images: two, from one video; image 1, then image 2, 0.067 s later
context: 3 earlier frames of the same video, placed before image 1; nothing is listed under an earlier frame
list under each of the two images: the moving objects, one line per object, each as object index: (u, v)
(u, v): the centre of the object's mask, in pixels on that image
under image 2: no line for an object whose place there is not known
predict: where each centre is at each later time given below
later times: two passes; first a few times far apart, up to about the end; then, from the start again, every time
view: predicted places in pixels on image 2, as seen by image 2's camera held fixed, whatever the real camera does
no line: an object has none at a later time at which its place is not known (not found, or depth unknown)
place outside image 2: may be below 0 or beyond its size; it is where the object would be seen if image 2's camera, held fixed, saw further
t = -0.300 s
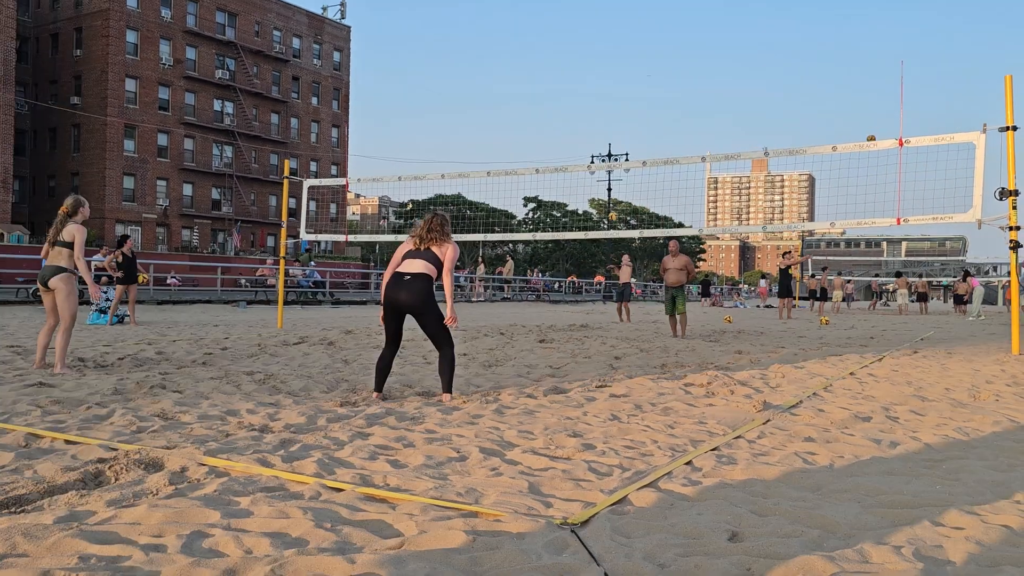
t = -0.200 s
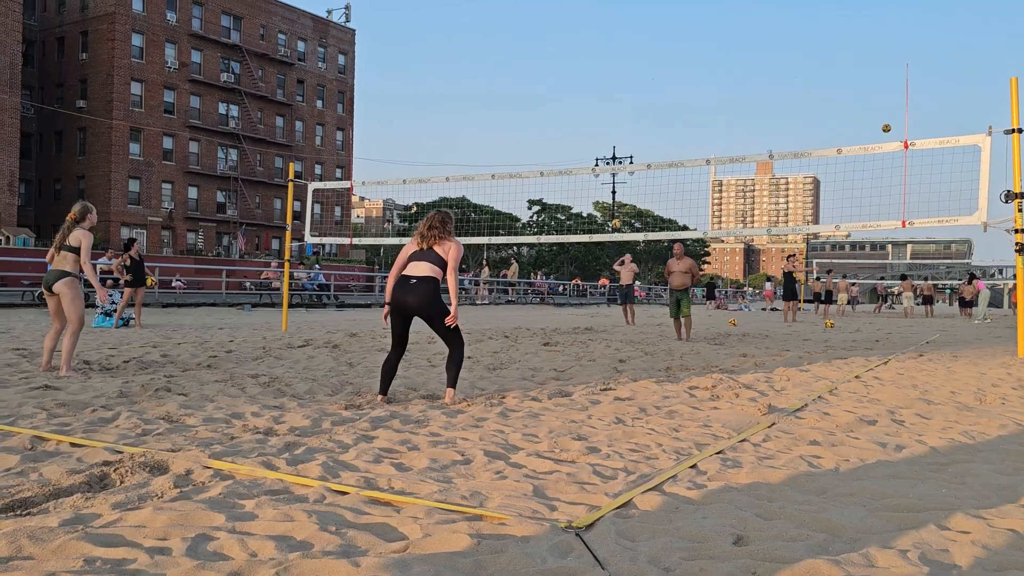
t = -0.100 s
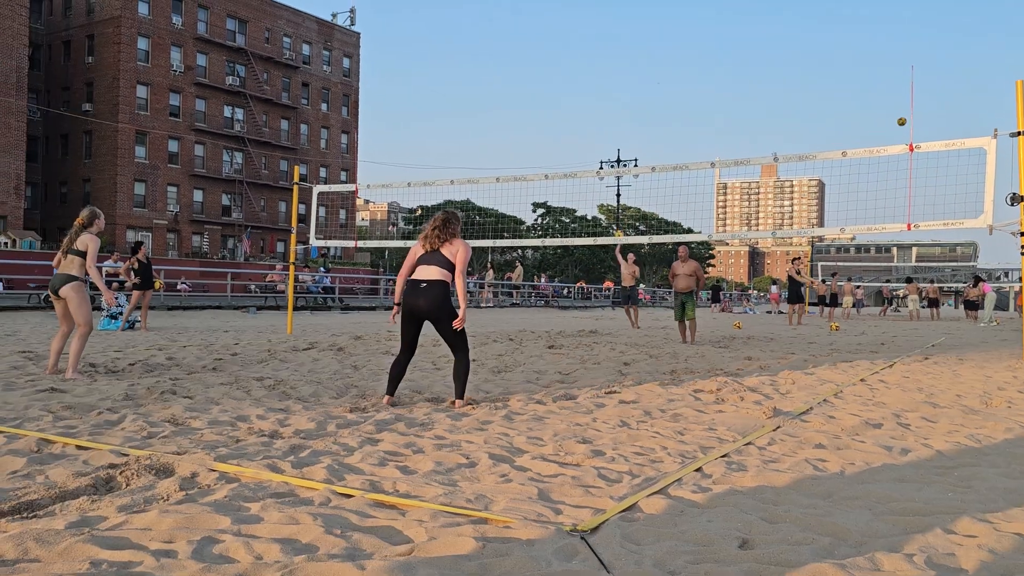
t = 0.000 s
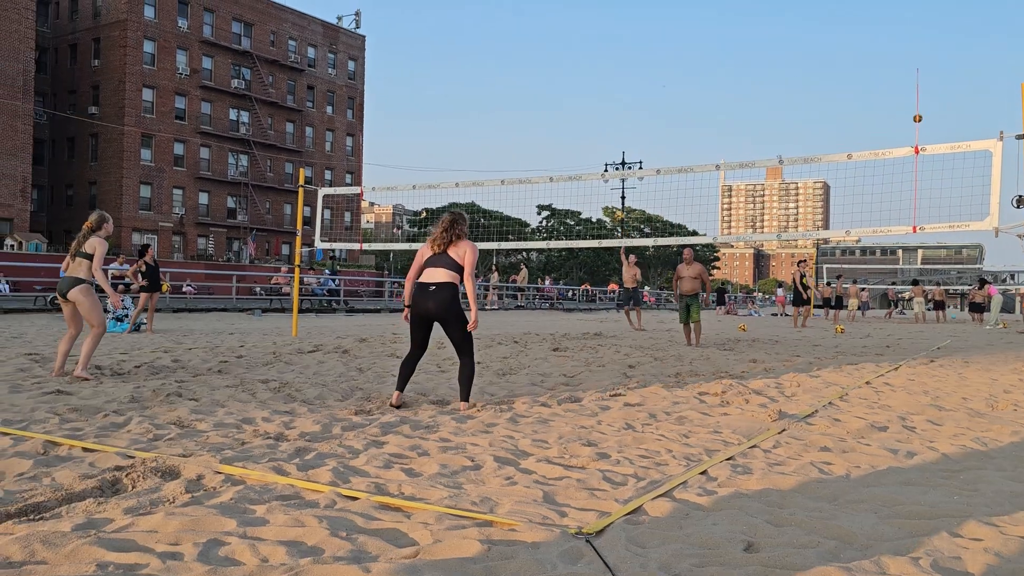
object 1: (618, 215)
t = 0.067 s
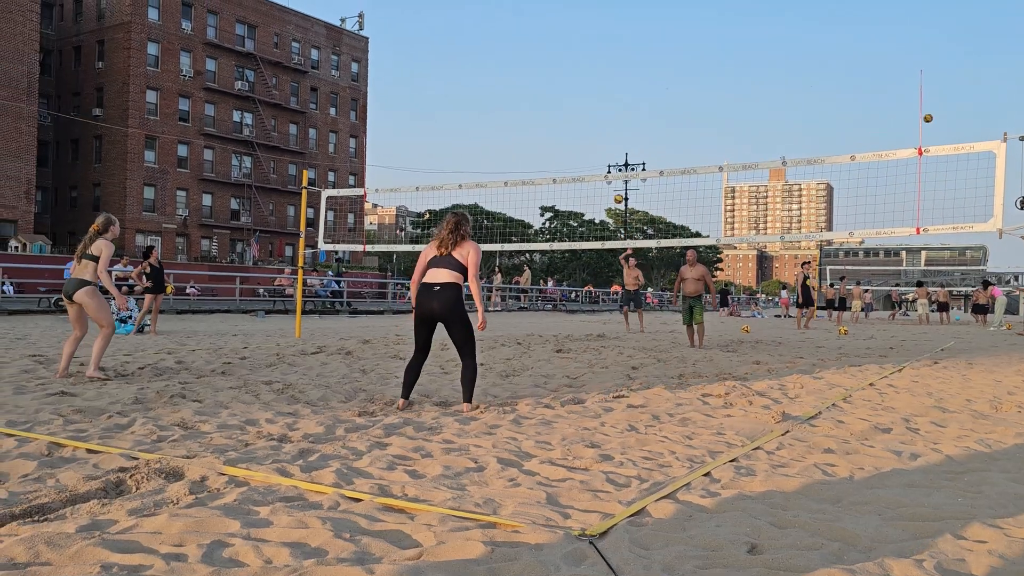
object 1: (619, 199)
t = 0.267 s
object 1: (605, 148)
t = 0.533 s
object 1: (578, 98)
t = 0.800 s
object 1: (532, 83)
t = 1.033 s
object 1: (468, 126)
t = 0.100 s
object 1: (617, 190)
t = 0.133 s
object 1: (615, 183)
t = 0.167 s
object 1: (611, 171)
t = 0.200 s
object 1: (610, 164)
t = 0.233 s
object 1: (607, 156)
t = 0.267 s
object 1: (605, 148)
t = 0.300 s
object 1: (602, 141)
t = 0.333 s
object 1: (599, 134)
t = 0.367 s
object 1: (596, 127)
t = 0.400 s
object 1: (593, 120)
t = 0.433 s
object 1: (590, 114)
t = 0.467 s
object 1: (586, 108)
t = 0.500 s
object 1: (582, 103)
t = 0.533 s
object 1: (578, 98)
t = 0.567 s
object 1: (574, 93)
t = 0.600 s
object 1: (569, 90)
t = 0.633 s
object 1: (564, 87)
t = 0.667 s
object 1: (559, 84)
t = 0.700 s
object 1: (553, 83)
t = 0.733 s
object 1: (547, 82)
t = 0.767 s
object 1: (540, 82)
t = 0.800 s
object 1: (532, 83)
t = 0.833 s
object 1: (525, 85)
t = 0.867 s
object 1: (517, 89)
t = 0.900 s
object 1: (508, 93)
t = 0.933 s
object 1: (499, 99)
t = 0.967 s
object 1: (489, 106)
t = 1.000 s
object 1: (479, 115)
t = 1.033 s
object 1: (468, 126)
